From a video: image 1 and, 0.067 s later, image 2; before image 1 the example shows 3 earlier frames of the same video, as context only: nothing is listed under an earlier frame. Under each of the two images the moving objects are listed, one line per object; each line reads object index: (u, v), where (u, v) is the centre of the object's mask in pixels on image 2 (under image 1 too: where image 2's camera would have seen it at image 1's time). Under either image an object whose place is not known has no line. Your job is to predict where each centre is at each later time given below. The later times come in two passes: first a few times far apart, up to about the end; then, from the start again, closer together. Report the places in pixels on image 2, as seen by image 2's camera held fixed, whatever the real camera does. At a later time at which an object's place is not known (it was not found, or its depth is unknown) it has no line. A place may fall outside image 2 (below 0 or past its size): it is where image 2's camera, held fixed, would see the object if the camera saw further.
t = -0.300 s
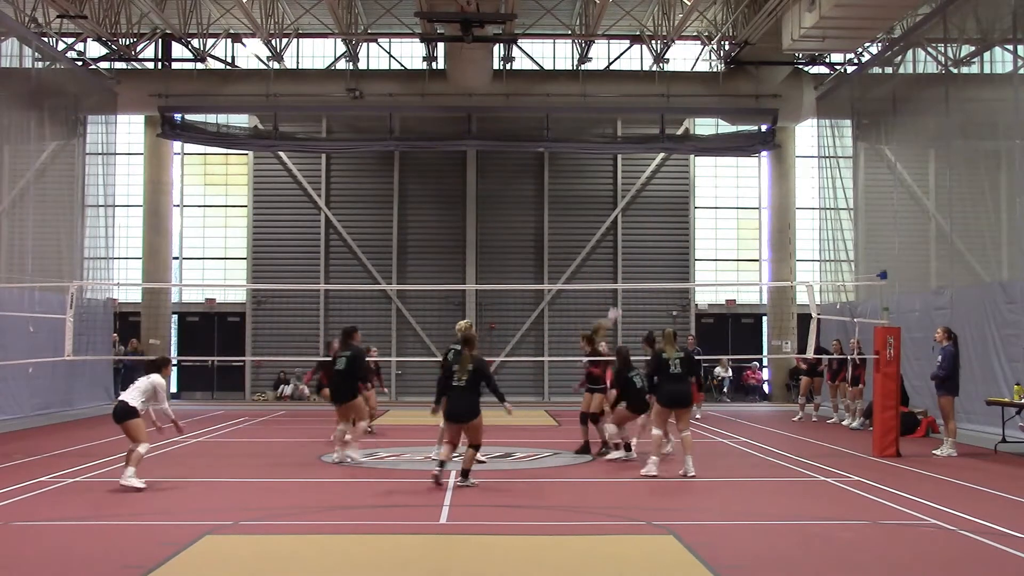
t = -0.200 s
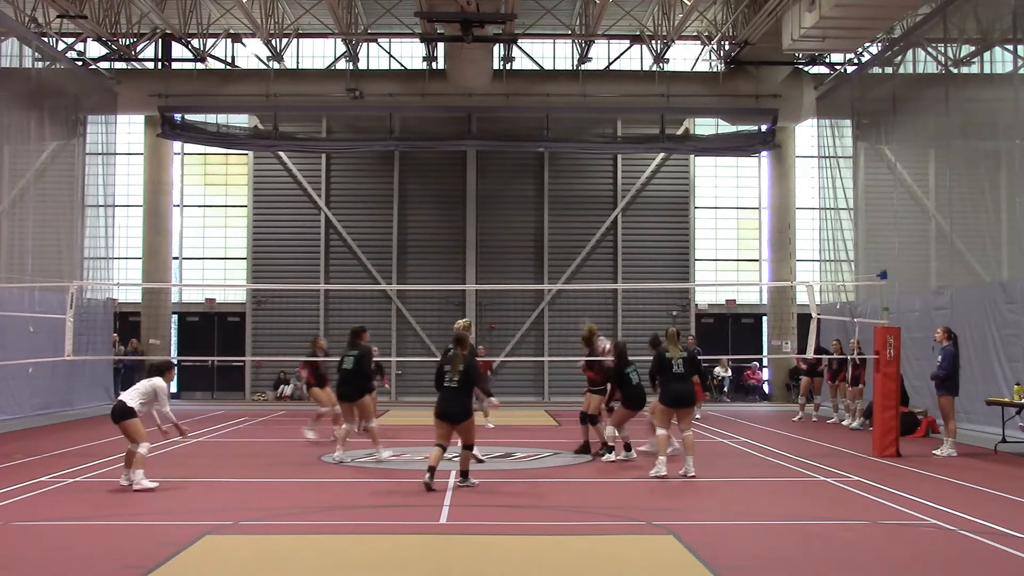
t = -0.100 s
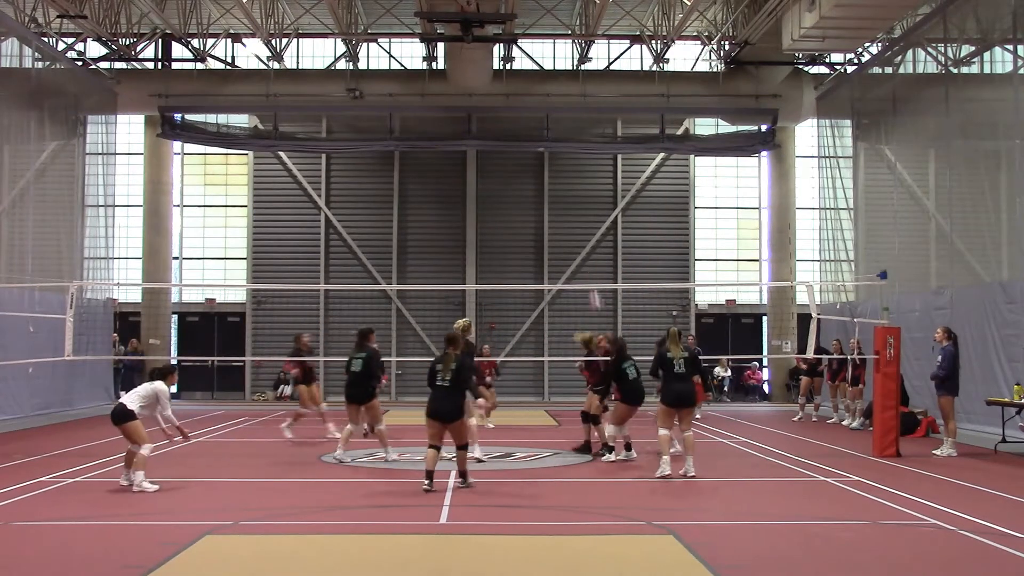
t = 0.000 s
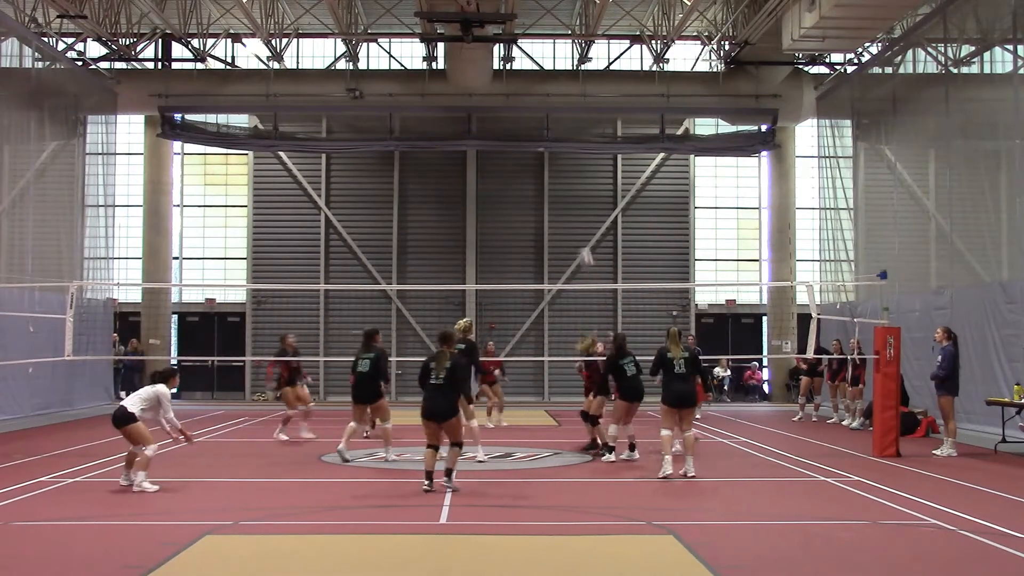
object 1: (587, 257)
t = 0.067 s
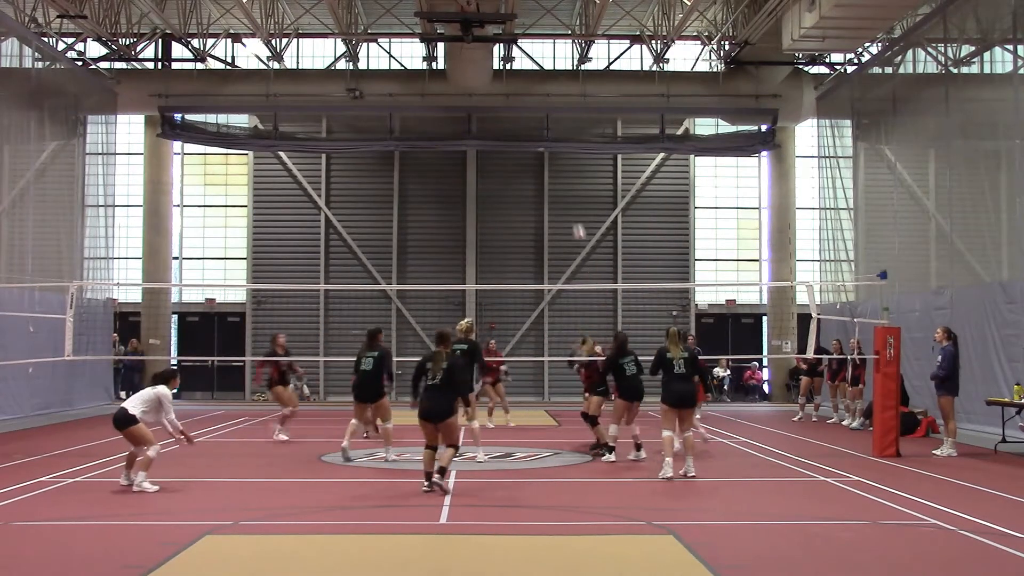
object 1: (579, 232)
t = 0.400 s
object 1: (547, 158)
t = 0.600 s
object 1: (529, 148)
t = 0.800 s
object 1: (512, 162)
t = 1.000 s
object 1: (496, 198)
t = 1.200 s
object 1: (481, 258)
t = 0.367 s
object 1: (550, 161)
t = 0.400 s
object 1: (547, 158)
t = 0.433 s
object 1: (544, 155)
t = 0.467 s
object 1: (541, 153)
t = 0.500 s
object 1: (538, 151)
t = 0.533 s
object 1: (535, 149)
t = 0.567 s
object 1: (533, 148)
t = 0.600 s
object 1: (529, 148)
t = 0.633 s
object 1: (527, 148)
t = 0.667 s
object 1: (523, 149)
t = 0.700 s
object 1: (521, 152)
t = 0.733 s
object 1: (518, 154)
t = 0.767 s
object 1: (515, 158)
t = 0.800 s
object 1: (512, 162)
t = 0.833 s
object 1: (510, 165)
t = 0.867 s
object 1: (507, 172)
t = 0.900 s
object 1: (504, 177)
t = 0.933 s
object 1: (501, 184)
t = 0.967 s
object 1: (498, 191)
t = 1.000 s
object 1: (496, 198)
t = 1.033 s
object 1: (494, 207)
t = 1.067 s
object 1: (491, 215)
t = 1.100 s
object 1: (488, 226)
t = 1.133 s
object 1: (485, 236)
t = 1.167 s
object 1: (483, 247)
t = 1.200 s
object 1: (481, 258)
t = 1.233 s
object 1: (479, 269)
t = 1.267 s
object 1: (476, 279)
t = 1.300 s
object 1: (473, 297)
